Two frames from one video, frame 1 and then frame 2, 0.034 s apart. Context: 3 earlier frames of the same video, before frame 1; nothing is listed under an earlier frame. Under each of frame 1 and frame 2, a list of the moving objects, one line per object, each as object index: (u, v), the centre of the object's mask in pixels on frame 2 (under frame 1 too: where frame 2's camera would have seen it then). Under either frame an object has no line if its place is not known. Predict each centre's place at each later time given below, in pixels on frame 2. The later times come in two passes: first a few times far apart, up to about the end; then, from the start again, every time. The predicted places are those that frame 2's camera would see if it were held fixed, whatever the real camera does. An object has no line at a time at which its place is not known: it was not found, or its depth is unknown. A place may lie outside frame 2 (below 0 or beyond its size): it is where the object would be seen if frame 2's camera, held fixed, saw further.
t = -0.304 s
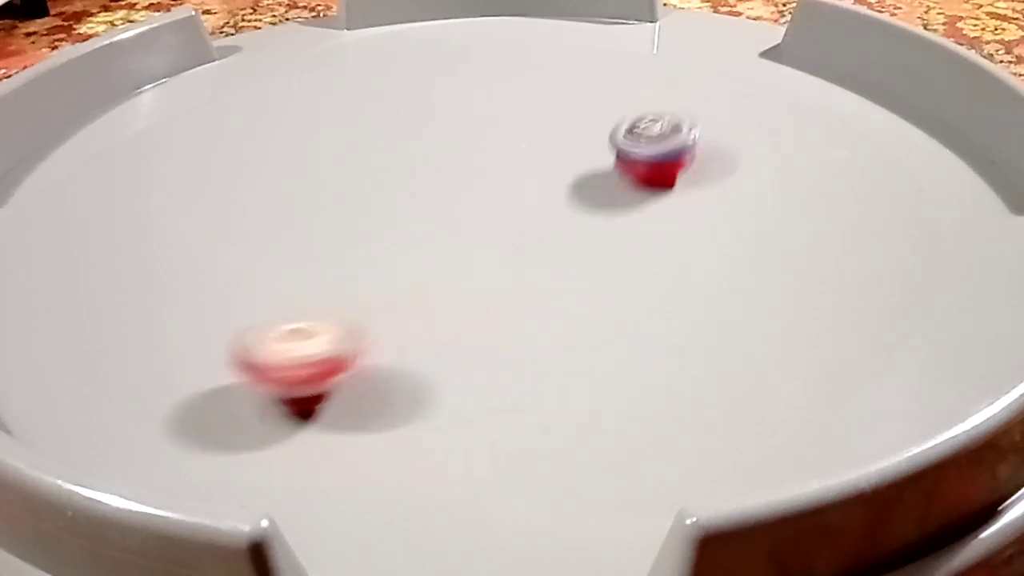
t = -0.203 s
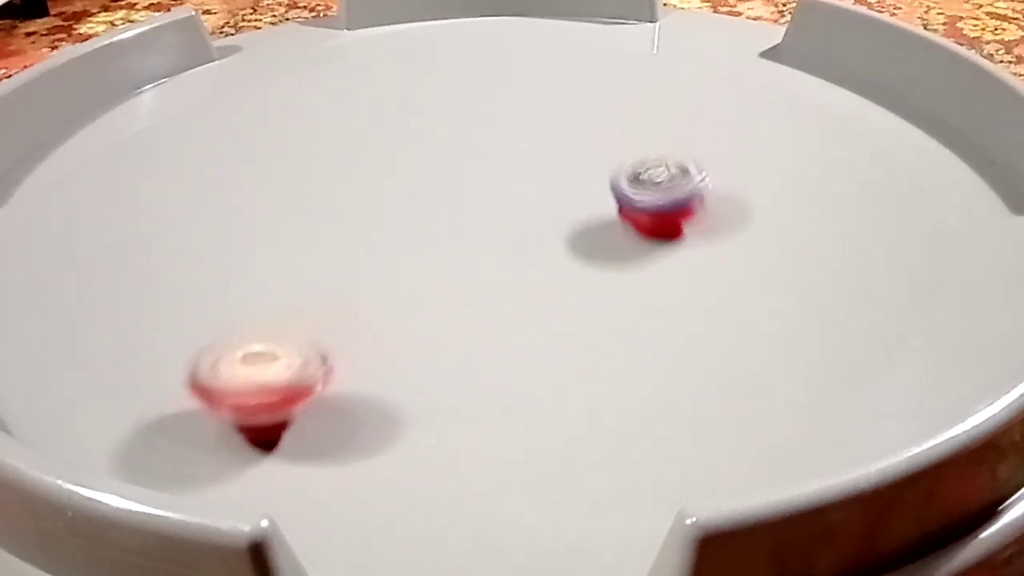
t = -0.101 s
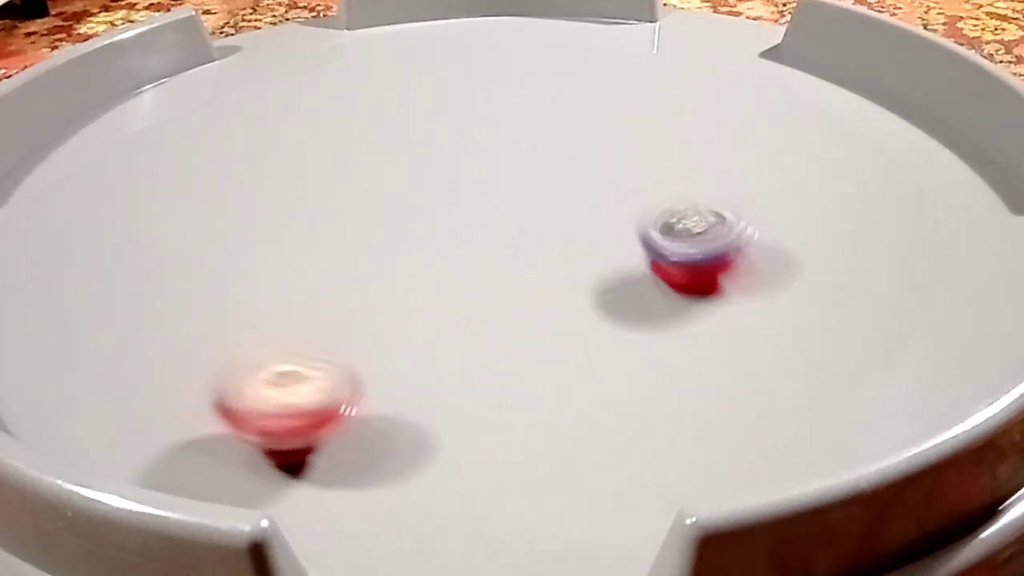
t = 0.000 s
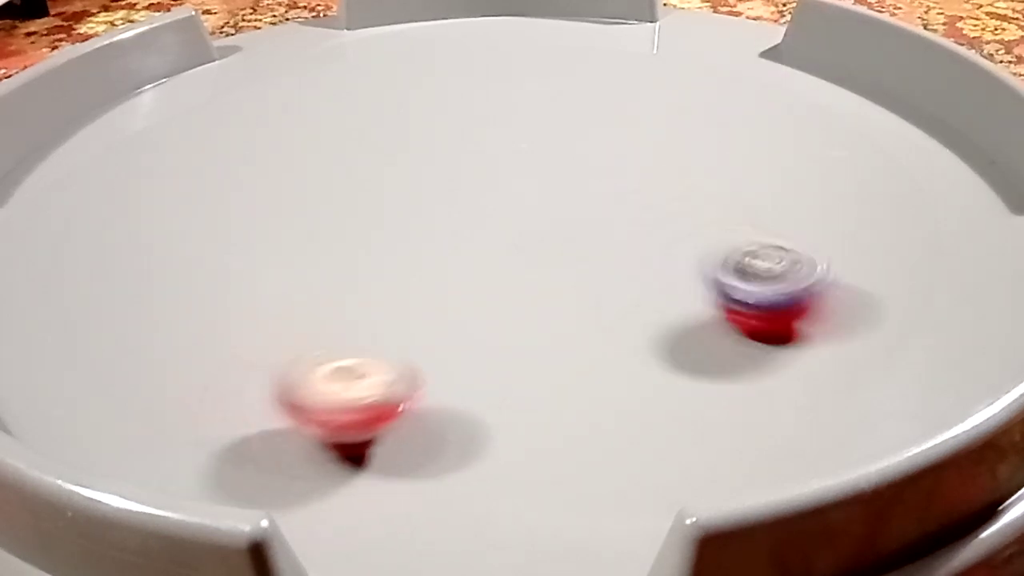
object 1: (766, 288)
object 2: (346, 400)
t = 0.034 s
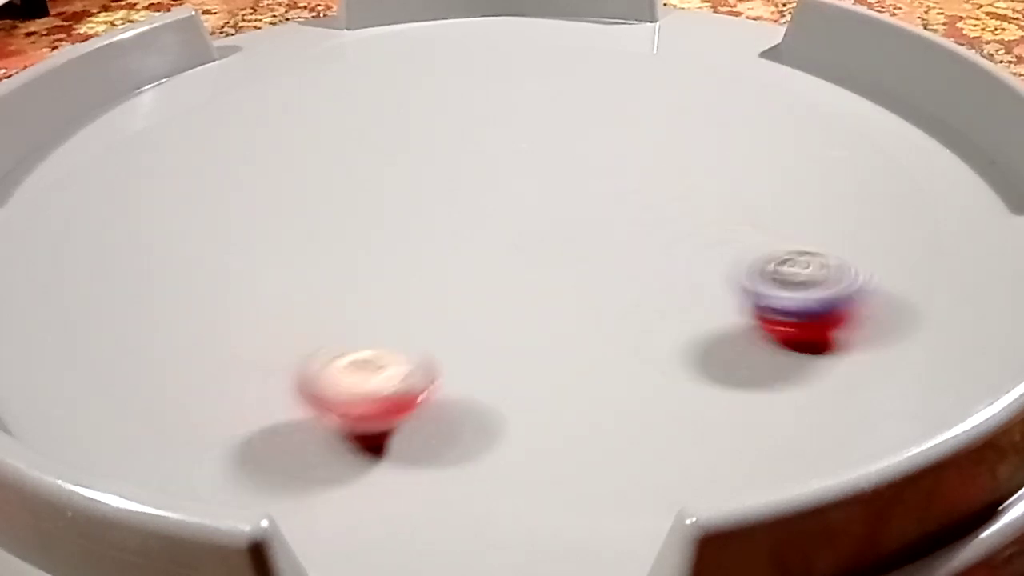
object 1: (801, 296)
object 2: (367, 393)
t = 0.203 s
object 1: (962, 271)
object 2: (382, 321)
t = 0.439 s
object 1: (965, 282)
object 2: (244, 232)
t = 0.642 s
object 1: (868, 269)
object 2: (132, 219)
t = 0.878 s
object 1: (636, 241)
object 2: (188, 242)
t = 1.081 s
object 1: (420, 279)
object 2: (286, 189)
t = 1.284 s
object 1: (253, 346)
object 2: (308, 131)
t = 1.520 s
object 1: (399, 416)
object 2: (292, 104)
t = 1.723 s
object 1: (542, 311)
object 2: (327, 111)
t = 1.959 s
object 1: (470, 195)
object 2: (433, 103)
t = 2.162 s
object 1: (377, 136)
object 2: (507, 85)
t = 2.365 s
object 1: (265, 106)
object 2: (543, 75)
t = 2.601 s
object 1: (149, 153)
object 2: (581, 88)
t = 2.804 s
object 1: (290, 221)
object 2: (641, 109)
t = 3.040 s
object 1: (532, 195)
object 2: (723, 132)
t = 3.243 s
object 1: (648, 143)
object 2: (769, 145)
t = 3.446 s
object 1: (695, 82)
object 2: (781, 164)
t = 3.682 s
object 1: (605, 35)
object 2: (771, 204)
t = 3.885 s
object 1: (493, 89)
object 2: (754, 248)
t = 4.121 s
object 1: (498, 192)
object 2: (702, 291)
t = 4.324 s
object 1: (581, 255)
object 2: (642, 318)
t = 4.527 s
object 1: (670, 238)
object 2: (630, 453)
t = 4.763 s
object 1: (776, 219)
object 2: (559, 391)
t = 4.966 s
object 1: (746, 173)
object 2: (448, 310)
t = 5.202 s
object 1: (612, 171)
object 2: (249, 236)
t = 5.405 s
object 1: (484, 196)
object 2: (110, 218)
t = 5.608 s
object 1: (406, 245)
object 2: (132, 243)
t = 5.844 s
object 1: (375, 315)
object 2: (312, 203)
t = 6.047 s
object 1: (480, 340)
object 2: (407, 126)
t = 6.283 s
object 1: (590, 279)
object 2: (414, 59)
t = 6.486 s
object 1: (577, 207)
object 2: (376, 61)
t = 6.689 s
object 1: (520, 156)
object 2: (425, 108)
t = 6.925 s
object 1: (574, 202)
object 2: (515, 92)
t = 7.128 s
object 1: (693, 235)
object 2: (580, 83)
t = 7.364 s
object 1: (817, 206)
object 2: (619, 98)
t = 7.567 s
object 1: (741, 171)
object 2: (659, 130)
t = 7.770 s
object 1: (720, 246)
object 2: (601, 98)
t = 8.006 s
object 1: (711, 330)
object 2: (485, 112)
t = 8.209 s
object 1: (718, 369)
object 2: (436, 161)
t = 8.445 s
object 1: (637, 342)
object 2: (492, 230)
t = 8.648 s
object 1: (487, 305)
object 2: (607, 245)
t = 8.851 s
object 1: (362, 270)
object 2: (698, 234)
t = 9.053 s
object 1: (274, 229)
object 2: (707, 194)
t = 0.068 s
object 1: (840, 298)
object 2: (381, 380)
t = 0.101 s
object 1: (879, 296)
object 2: (391, 368)
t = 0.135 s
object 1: (914, 288)
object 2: (393, 353)
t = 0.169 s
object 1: (943, 278)
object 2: (390, 337)
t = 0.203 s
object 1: (962, 271)
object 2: (382, 321)
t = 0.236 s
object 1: (972, 268)
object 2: (369, 306)
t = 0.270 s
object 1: (976, 268)
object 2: (352, 290)
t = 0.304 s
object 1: (978, 270)
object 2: (331, 276)
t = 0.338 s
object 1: (978, 273)
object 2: (312, 264)
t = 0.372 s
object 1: (976, 277)
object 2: (289, 252)
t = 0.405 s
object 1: (971, 280)
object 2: (267, 242)
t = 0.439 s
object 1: (965, 282)
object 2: (244, 232)
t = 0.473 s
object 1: (955, 285)
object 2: (220, 226)
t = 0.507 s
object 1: (942, 286)
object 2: (199, 220)
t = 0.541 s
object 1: (925, 287)
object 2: (177, 217)
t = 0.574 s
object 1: (907, 285)
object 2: (159, 216)
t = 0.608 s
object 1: (888, 279)
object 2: (143, 215)
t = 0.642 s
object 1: (868, 269)
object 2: (132, 219)
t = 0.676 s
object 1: (845, 257)
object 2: (127, 221)
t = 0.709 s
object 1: (814, 248)
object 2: (126, 225)
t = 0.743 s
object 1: (782, 241)
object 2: (129, 232)
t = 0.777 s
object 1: (747, 238)
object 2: (138, 237)
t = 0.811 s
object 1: (709, 237)
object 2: (152, 240)
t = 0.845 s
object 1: (673, 238)
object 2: (170, 242)
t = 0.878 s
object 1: (636, 241)
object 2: (188, 242)
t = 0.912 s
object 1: (600, 245)
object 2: (207, 238)
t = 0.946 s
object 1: (564, 251)
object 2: (225, 230)
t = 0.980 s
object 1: (527, 256)
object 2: (244, 221)
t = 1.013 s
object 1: (492, 263)
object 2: (262, 211)
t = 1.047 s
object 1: (455, 270)
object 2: (275, 201)
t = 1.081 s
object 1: (420, 279)
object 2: (286, 189)
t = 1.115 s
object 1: (382, 288)
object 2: (295, 178)
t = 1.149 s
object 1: (350, 297)
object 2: (302, 168)
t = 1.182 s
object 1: (320, 307)
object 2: (306, 158)
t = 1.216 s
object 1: (291, 319)
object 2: (308, 148)
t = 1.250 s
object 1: (268, 332)
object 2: (309, 139)
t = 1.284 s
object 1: (253, 346)
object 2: (308, 131)
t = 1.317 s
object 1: (244, 362)
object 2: (307, 124)
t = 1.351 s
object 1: (244, 379)
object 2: (304, 117)
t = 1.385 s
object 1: (256, 395)
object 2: (300, 112)
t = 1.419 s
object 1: (278, 407)
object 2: (296, 108)
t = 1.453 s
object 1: (313, 418)
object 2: (294, 105)
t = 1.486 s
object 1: (355, 422)
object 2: (292, 104)
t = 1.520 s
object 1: (399, 416)
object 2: (292, 104)
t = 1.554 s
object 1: (444, 408)
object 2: (292, 105)
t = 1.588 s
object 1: (483, 393)
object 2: (294, 107)
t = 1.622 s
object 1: (513, 374)
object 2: (299, 108)
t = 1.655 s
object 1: (532, 353)
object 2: (306, 109)
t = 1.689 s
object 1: (540, 332)
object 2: (316, 110)
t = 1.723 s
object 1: (542, 311)
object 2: (327, 111)
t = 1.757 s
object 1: (537, 290)
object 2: (341, 111)
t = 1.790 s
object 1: (528, 272)
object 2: (354, 110)
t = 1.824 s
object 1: (515, 255)
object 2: (370, 109)
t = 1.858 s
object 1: (504, 239)
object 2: (387, 109)
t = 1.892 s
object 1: (494, 224)
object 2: (402, 107)
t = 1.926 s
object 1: (483, 209)
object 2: (418, 106)
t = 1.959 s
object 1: (470, 195)
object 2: (433, 103)
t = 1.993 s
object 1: (456, 182)
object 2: (448, 101)
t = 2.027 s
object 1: (440, 169)
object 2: (462, 97)
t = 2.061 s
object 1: (424, 160)
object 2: (475, 94)
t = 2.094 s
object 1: (408, 153)
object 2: (487, 91)
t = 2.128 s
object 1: (393, 145)
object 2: (498, 88)
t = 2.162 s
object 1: (377, 136)
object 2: (507, 85)
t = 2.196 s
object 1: (361, 129)
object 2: (516, 82)
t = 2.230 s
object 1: (345, 122)
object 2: (524, 79)
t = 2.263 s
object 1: (326, 117)
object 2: (530, 78)
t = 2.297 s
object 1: (307, 112)
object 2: (536, 77)
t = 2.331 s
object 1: (285, 108)
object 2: (539, 76)
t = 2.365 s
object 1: (265, 106)
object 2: (543, 75)
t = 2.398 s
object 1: (243, 105)
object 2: (547, 76)
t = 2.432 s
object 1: (221, 108)
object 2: (550, 76)
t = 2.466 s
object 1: (199, 112)
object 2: (554, 77)
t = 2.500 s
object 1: (179, 118)
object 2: (560, 79)
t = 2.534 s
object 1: (164, 127)
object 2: (566, 82)
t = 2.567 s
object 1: (153, 139)
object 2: (573, 84)
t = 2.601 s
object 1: (149, 153)
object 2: (581, 88)
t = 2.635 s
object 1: (154, 169)
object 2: (589, 91)
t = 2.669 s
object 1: (167, 184)
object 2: (598, 94)
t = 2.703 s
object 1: (189, 199)
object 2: (607, 98)
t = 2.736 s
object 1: (218, 210)
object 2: (617, 100)
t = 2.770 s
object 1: (251, 217)
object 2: (629, 106)
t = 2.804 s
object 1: (290, 221)
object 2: (641, 109)
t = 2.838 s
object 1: (326, 222)
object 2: (652, 111)
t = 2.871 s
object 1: (363, 220)
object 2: (665, 115)
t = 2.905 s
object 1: (399, 217)
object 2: (677, 119)
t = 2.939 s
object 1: (435, 213)
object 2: (688, 122)
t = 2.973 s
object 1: (470, 209)
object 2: (699, 126)
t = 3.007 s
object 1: (503, 202)
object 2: (712, 130)
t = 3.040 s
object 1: (532, 195)
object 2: (723, 132)
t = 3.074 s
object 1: (558, 187)
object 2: (733, 132)
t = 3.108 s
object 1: (578, 178)
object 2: (741, 136)
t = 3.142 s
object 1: (596, 169)
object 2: (749, 136)
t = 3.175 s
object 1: (614, 161)
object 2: (756, 139)
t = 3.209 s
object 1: (631, 152)
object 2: (763, 141)
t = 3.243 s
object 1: (648, 143)
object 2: (769, 145)
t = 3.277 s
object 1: (662, 134)
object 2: (774, 147)
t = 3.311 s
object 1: (675, 125)
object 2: (777, 150)
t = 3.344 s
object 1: (686, 114)
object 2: (779, 154)
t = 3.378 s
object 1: (693, 103)
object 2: (780, 157)
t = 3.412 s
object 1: (696, 92)
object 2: (780, 160)
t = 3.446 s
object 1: (695, 82)
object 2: (781, 164)
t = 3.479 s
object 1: (692, 72)
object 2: (780, 167)
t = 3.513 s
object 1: (684, 61)
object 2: (779, 172)
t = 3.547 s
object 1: (674, 52)
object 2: (778, 178)
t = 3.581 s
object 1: (660, 46)
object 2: (777, 183)
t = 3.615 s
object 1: (645, 39)
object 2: (775, 190)
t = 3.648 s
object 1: (625, 37)
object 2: (773, 197)
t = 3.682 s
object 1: (605, 35)
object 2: (771, 204)
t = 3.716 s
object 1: (583, 38)
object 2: (768, 211)
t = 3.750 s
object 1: (563, 43)
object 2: (766, 218)
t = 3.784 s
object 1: (540, 54)
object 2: (764, 226)
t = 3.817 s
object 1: (522, 64)
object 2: (761, 233)
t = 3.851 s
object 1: (505, 76)
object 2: (758, 241)
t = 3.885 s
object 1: (493, 89)
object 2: (754, 248)
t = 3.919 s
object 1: (485, 103)
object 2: (749, 254)
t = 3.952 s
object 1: (481, 117)
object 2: (743, 262)
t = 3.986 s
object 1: (480, 131)
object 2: (737, 267)
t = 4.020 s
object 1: (482, 146)
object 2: (728, 275)
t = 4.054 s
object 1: (486, 161)
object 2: (720, 281)
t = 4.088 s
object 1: (491, 176)
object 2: (711, 287)
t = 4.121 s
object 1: (498, 192)
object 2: (702, 291)
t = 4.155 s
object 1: (506, 206)
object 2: (693, 297)
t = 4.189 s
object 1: (518, 218)
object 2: (684, 303)
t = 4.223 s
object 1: (533, 228)
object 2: (674, 307)
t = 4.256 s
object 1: (549, 238)
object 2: (663, 312)
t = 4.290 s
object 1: (566, 248)
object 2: (651, 315)
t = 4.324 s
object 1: (581, 255)
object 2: (642, 318)
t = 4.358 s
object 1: (597, 257)
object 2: (632, 326)
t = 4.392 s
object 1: (614, 257)
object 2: (626, 358)
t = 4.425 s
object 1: (629, 250)
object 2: (626, 396)
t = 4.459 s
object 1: (643, 243)
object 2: (633, 430)
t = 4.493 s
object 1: (657, 240)
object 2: (640, 464)
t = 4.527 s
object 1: (670, 238)
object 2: (630, 453)
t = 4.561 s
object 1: (686, 238)
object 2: (616, 446)
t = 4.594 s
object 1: (704, 239)
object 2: (601, 444)
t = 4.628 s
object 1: (721, 237)
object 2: (586, 437)
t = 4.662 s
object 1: (739, 235)
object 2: (574, 429)
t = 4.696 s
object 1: (754, 231)
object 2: (570, 417)
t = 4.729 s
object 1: (767, 225)
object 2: (565, 404)
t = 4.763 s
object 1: (776, 219)
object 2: (559, 391)
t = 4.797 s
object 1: (782, 212)
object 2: (550, 379)
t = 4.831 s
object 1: (783, 204)
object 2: (536, 365)
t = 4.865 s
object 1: (780, 195)
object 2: (520, 351)
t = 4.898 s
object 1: (772, 187)
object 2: (499, 336)
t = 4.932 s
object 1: (761, 179)
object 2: (475, 323)
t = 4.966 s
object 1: (746, 173)
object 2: (448, 310)
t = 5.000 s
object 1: (729, 169)
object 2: (419, 298)
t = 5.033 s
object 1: (709, 167)
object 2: (392, 286)
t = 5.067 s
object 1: (692, 165)
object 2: (363, 274)
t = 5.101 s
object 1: (670, 165)
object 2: (334, 264)
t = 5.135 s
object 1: (650, 166)
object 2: (306, 254)
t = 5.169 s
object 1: (630, 169)
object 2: (275, 246)
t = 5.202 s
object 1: (612, 171)
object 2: (249, 236)
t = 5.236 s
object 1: (591, 174)
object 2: (221, 229)
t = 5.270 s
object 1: (570, 177)
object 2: (196, 223)
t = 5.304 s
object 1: (547, 180)
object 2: (168, 220)
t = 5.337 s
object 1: (527, 185)
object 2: (147, 216)
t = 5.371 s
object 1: (504, 190)
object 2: (127, 217)
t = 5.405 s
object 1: (484, 196)
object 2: (110, 218)
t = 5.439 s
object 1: (467, 202)
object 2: (96, 220)
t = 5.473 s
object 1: (451, 209)
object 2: (90, 222)
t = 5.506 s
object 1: (437, 217)
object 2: (89, 230)
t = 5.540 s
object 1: (426, 226)
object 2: (98, 235)
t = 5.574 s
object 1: (416, 235)
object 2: (112, 240)
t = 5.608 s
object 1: (406, 245)
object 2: (132, 243)
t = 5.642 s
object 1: (397, 255)
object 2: (158, 246)
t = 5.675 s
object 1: (388, 265)
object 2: (182, 245)
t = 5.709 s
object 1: (379, 275)
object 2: (209, 241)
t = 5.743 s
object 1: (372, 286)
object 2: (237, 234)
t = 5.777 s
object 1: (369, 295)
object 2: (266, 226)
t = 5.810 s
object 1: (369, 306)
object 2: (291, 215)
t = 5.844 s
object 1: (375, 315)
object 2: (312, 203)
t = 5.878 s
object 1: (384, 324)
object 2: (335, 190)
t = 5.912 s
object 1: (398, 331)
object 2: (354, 177)
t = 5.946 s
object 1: (416, 337)
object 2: (367, 164)
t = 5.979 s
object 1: (435, 340)
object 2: (383, 151)
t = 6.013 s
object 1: (458, 340)
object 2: (398, 138)
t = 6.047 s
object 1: (480, 340)
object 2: (407, 126)
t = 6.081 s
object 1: (503, 337)
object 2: (415, 115)
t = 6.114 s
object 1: (526, 330)
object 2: (420, 103)
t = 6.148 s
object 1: (546, 322)
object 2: (424, 92)
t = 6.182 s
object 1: (563, 312)
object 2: (424, 82)
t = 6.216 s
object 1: (577, 302)
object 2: (423, 73)
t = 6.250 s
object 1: (586, 290)
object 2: (420, 65)
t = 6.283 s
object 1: (590, 279)
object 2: (414, 59)
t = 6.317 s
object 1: (590, 265)
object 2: (406, 52)
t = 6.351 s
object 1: (589, 256)
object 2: (398, 50)
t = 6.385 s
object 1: (588, 243)
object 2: (391, 49)
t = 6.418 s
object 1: (585, 232)
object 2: (383, 51)
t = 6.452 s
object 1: (582, 220)
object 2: (379, 55)
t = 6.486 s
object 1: (577, 207)
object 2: (376, 61)
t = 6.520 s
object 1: (571, 198)
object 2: (376, 69)
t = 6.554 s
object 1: (563, 188)
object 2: (379, 76)
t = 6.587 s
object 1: (554, 179)
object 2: (385, 84)
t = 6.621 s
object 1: (543, 170)
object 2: (394, 91)
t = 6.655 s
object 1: (532, 163)
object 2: (407, 100)
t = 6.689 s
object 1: (520, 156)
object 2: (425, 108)
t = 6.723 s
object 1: (508, 149)
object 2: (443, 113)
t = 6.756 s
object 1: (511, 152)
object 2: (452, 106)
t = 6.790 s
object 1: (520, 166)
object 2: (460, 102)
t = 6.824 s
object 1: (531, 180)
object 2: (473, 99)
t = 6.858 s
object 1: (543, 189)
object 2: (486, 95)
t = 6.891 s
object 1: (557, 196)
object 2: (500, 93)
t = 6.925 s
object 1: (574, 202)
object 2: (515, 92)
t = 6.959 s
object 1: (592, 206)
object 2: (529, 90)
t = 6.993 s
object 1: (612, 211)
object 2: (542, 88)
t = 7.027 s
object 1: (631, 217)
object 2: (554, 86)
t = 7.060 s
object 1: (651, 223)
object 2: (565, 84)
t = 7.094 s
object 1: (670, 230)
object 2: (574, 83)
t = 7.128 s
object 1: (693, 235)
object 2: (580, 83)
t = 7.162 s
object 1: (715, 237)
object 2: (586, 83)
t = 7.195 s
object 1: (739, 238)
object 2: (593, 84)
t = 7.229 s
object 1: (761, 235)
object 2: (597, 86)
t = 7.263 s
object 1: (782, 232)
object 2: (603, 89)
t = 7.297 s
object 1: (800, 225)
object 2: (608, 91)
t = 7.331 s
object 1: (811, 217)
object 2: (614, 94)
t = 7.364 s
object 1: (817, 206)
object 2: (619, 98)
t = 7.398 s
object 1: (815, 197)
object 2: (624, 102)
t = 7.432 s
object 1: (808, 189)
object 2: (629, 107)
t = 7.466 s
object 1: (796, 182)
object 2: (634, 111)
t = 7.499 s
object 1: (782, 176)
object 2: (642, 117)
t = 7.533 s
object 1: (762, 173)
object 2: (650, 124)
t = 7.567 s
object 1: (741, 171)
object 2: (659, 130)
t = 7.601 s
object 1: (725, 174)
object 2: (663, 129)
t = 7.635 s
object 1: (724, 192)
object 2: (654, 120)
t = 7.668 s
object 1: (723, 207)
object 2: (644, 113)
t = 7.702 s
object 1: (721, 221)
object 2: (631, 107)
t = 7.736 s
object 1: (721, 235)
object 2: (616, 101)
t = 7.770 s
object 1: (720, 246)
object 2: (601, 98)
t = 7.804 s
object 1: (718, 259)
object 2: (584, 96)
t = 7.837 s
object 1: (717, 271)
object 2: (566, 96)
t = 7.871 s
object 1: (716, 284)
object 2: (549, 96)
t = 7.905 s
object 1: (715, 295)
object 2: (531, 99)
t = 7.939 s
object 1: (714, 307)
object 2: (515, 102)
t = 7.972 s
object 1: (712, 319)
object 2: (499, 107)
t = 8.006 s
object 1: (711, 330)
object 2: (485, 112)
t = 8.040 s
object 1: (711, 341)
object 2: (470, 119)
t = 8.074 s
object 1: (713, 349)
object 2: (460, 126)
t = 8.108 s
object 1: (716, 357)
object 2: (450, 134)
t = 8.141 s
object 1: (717, 363)
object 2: (444, 144)
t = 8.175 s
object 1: (719, 367)
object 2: (439, 152)
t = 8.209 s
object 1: (718, 369)
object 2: (436, 161)
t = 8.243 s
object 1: (717, 369)
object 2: (434, 173)
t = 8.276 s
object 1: (712, 367)
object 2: (436, 184)
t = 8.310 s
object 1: (705, 364)
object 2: (439, 195)
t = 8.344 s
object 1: (692, 358)
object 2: (447, 205)
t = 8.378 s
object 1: (676, 354)
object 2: (458, 216)
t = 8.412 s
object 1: (659, 348)
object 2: (474, 224)
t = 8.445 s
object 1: (637, 342)
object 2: (492, 230)
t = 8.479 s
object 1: (613, 335)
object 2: (512, 236)
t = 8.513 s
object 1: (588, 330)
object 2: (530, 238)
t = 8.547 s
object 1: (562, 323)
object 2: (552, 239)
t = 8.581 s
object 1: (533, 316)
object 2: (571, 240)
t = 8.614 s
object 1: (512, 311)
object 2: (589, 245)
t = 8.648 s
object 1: (487, 305)
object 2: (607, 245)
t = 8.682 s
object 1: (462, 300)
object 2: (624, 247)
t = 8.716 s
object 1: (439, 295)
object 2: (642, 247)
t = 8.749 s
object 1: (418, 288)
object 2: (659, 246)
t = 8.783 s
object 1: (397, 282)
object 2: (675, 243)
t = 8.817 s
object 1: (379, 277)
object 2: (687, 240)
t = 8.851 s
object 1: (362, 270)
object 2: (698, 234)
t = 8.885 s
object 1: (344, 263)
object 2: (708, 228)
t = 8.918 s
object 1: (329, 257)
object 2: (714, 221)
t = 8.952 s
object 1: (313, 250)
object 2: (717, 213)
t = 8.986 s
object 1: (300, 243)
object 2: (717, 207)
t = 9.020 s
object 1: (287, 236)
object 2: (713, 200)
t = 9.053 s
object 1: (274, 229)
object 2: (707, 194)
